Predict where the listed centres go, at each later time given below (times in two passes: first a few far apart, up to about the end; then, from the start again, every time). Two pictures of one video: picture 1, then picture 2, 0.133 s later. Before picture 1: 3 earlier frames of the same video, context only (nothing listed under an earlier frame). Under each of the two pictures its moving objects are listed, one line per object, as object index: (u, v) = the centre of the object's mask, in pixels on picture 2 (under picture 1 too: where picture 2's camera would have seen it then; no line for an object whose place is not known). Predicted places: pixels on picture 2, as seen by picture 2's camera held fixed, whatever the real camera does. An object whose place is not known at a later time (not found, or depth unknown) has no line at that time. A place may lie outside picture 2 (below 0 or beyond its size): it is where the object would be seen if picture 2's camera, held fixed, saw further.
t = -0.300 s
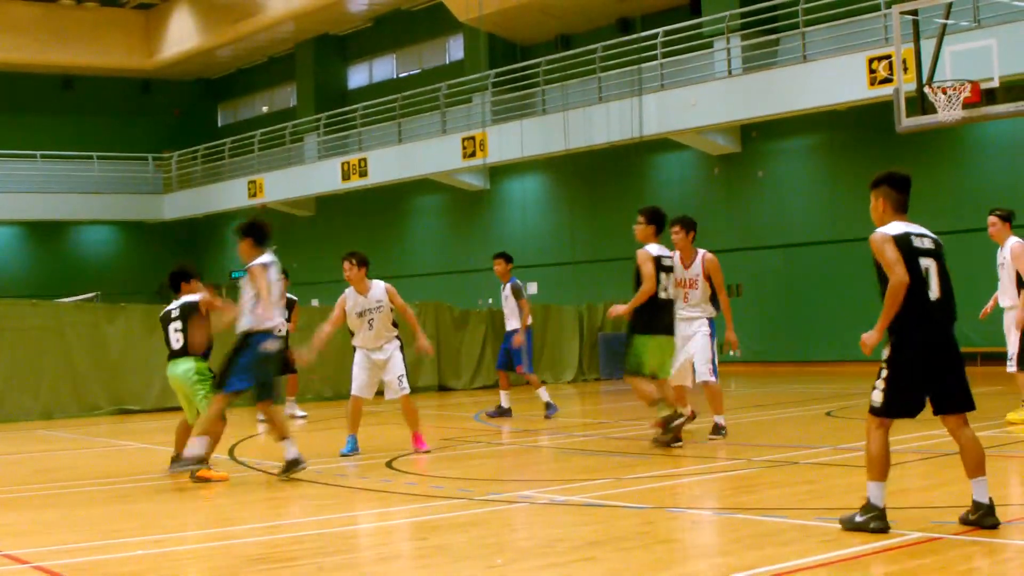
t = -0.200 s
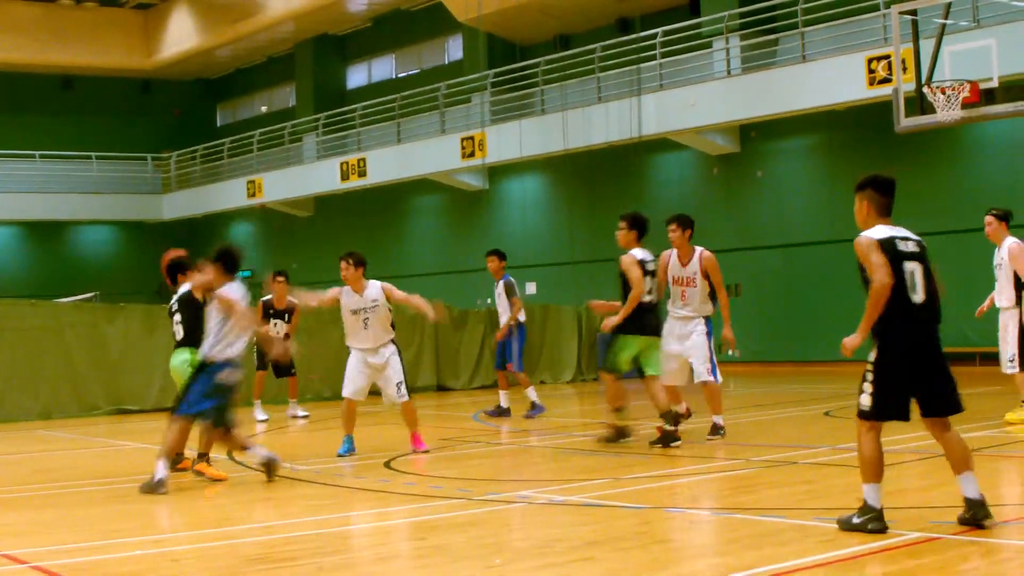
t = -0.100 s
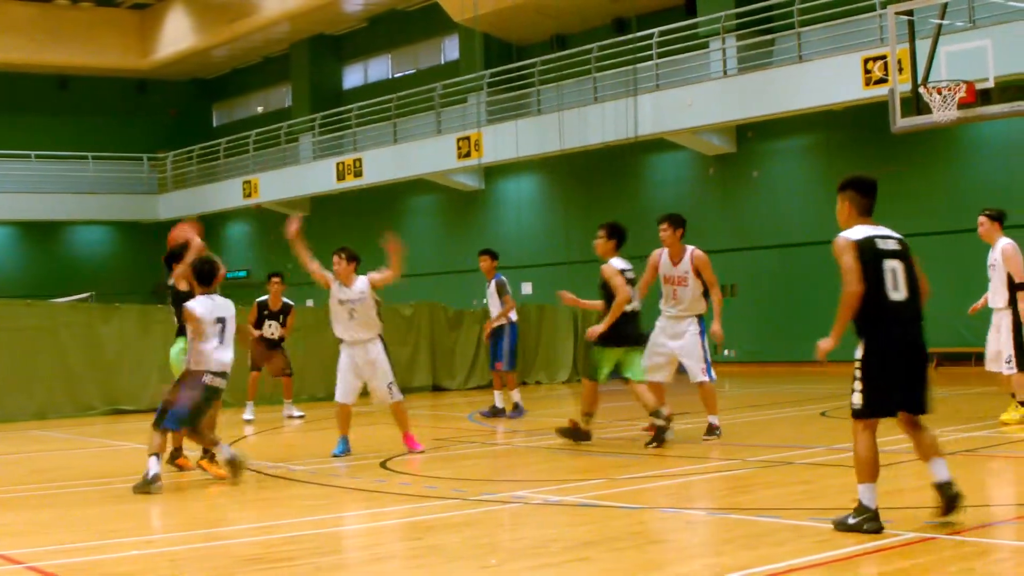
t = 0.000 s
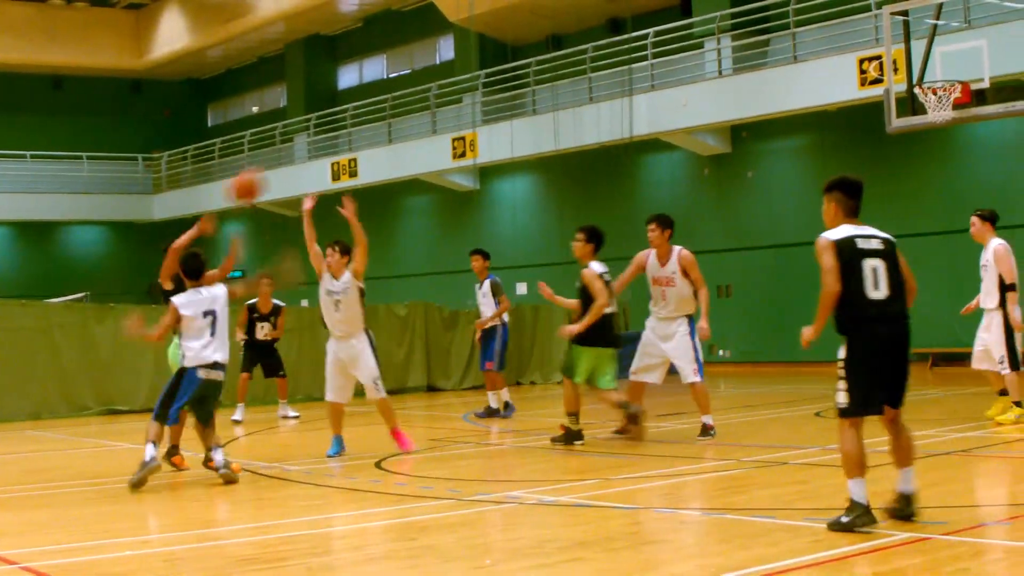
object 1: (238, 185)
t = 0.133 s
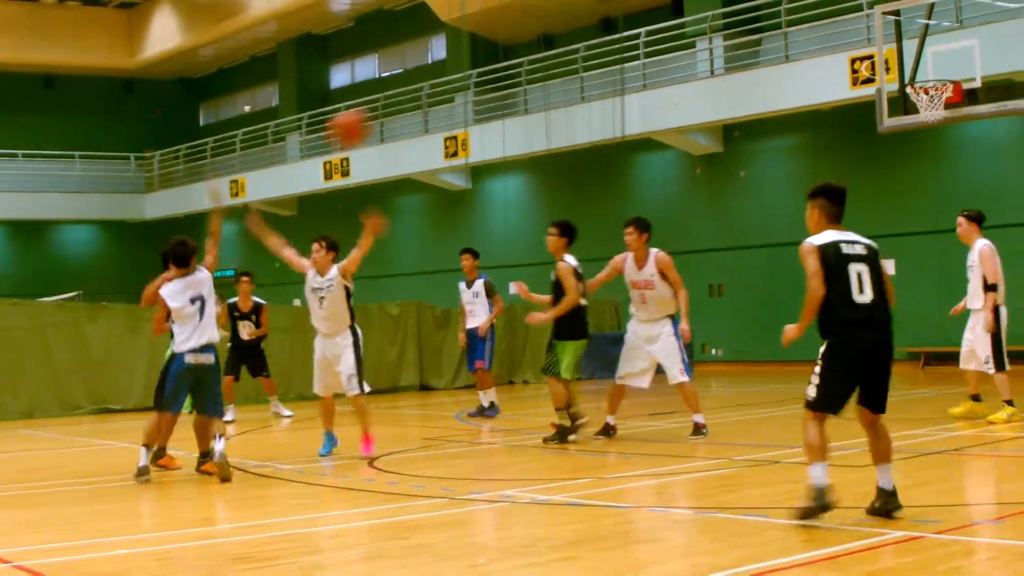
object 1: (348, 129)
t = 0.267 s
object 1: (479, 87)
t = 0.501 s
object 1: (751, 77)
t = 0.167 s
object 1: (379, 116)
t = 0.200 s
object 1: (410, 105)
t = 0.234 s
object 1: (442, 96)
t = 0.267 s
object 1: (479, 87)
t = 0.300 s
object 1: (512, 81)
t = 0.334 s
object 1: (549, 76)
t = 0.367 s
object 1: (588, 73)
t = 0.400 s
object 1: (623, 71)
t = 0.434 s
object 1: (665, 71)
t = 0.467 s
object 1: (709, 73)
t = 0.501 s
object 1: (751, 77)
